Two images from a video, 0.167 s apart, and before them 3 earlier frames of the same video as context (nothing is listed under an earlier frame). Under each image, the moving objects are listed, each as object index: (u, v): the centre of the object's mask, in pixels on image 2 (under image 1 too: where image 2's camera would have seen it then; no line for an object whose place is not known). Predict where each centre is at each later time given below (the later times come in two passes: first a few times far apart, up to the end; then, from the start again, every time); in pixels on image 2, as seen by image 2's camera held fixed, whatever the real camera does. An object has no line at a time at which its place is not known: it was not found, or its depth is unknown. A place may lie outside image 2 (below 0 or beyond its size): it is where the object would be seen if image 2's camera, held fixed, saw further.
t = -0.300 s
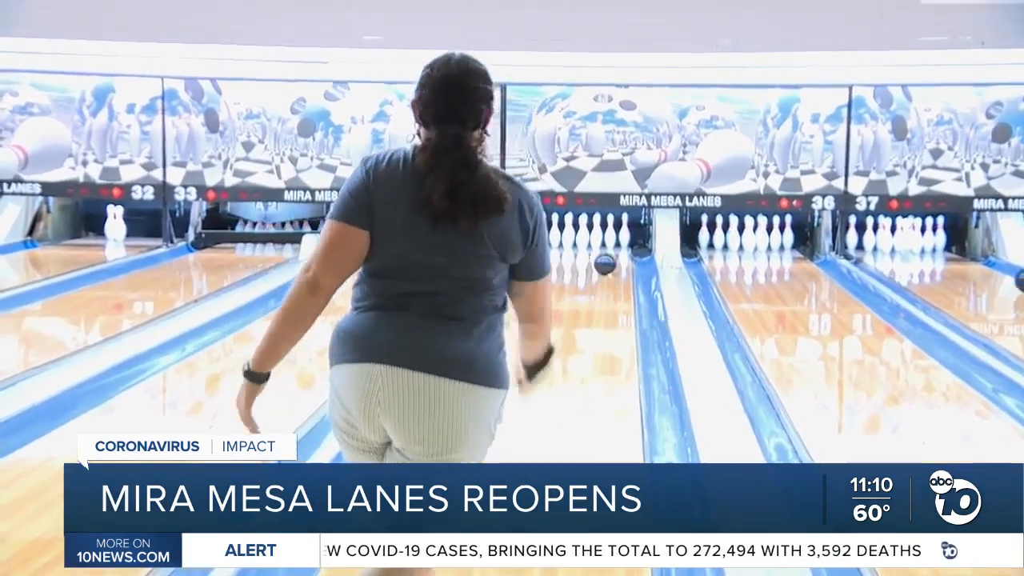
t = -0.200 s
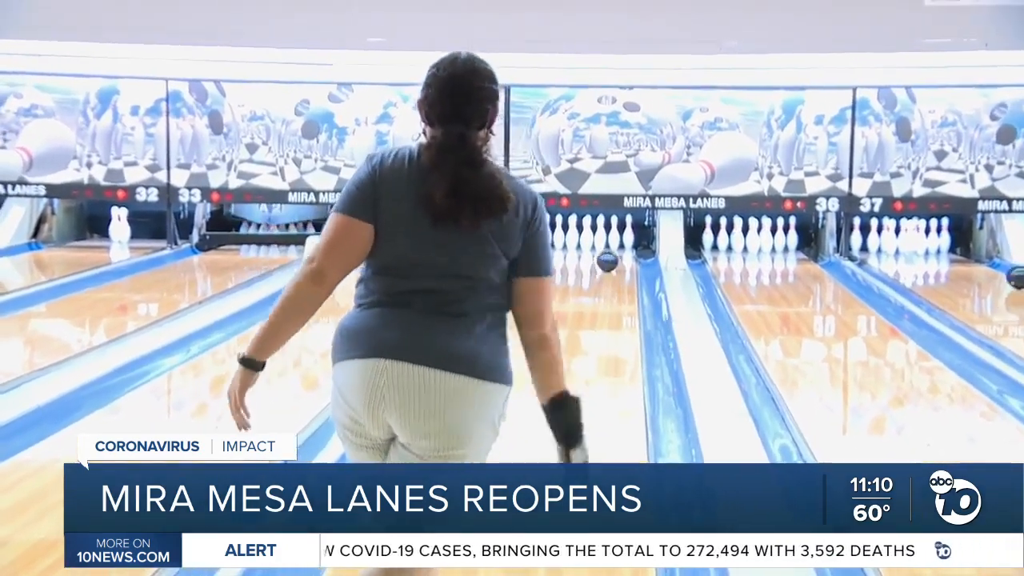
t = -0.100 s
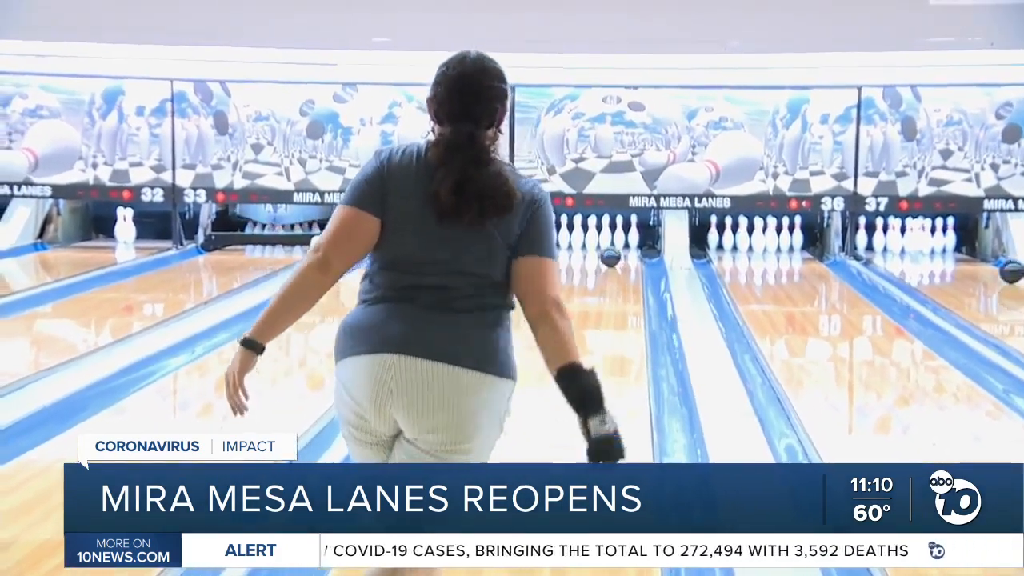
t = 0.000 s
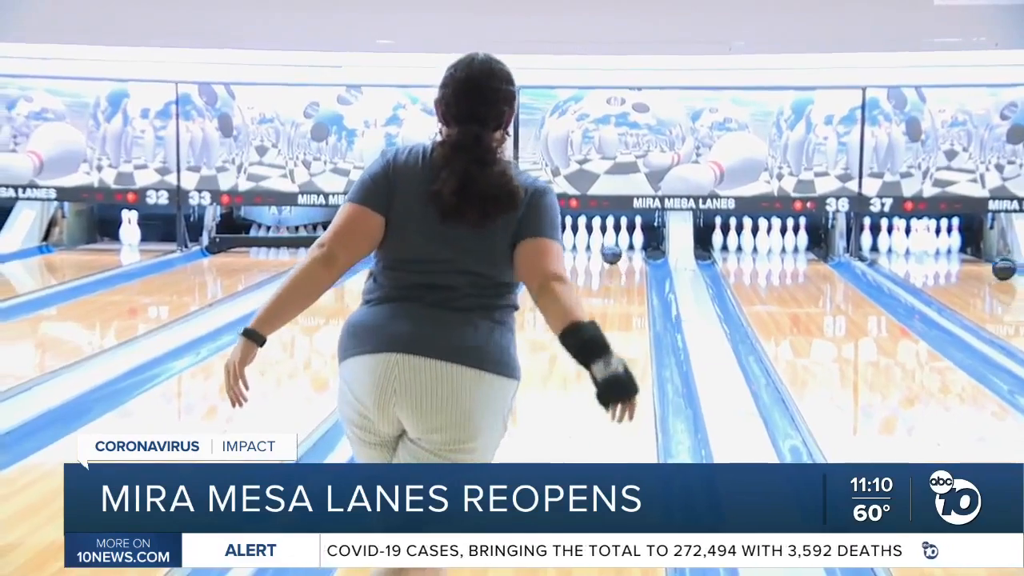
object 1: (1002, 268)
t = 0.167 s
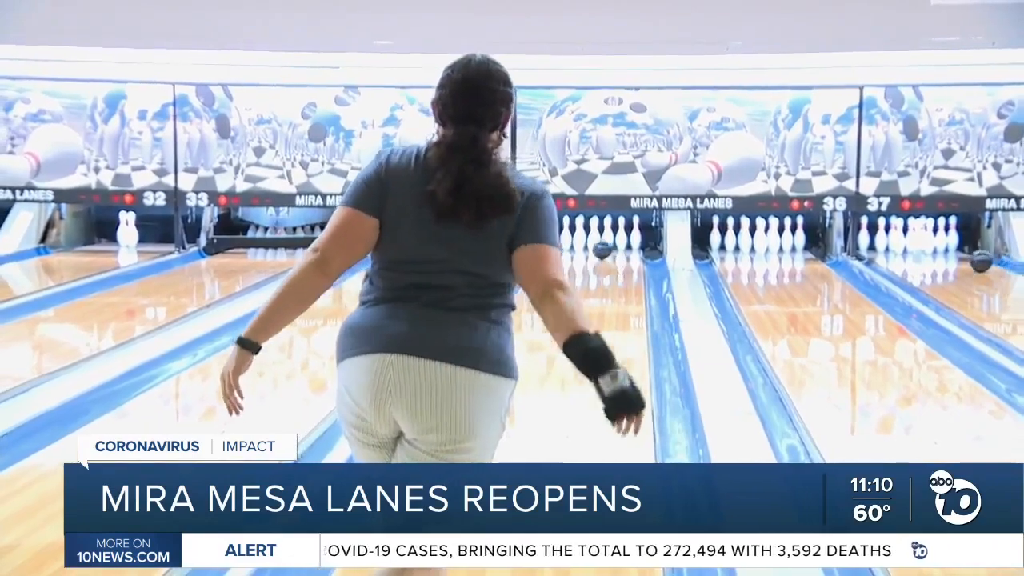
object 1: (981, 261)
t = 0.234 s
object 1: (973, 259)
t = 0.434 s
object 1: (952, 254)
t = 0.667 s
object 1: (927, 247)
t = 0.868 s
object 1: (915, 245)
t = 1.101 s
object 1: (903, 242)
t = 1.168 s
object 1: (896, 244)
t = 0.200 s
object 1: (977, 260)
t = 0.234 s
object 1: (973, 259)
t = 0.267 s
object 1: (970, 258)
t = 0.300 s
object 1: (967, 257)
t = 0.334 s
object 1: (963, 256)
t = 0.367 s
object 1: (959, 254)
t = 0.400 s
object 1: (956, 254)
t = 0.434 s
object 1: (952, 254)
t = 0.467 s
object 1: (948, 253)
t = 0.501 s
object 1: (945, 252)
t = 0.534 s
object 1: (941, 251)
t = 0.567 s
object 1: (938, 250)
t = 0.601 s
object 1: (936, 249)
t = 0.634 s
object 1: (931, 248)
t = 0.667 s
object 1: (927, 247)
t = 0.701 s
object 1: (925, 247)
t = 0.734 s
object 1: (923, 246)
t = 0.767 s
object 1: (921, 245)
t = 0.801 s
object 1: (920, 245)
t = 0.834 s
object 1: (918, 245)
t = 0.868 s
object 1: (915, 245)
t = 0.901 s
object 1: (912, 245)
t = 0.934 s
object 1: (909, 244)
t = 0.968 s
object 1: (907, 243)
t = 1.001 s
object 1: (905, 243)
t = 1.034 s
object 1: (903, 242)
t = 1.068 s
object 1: (903, 241)
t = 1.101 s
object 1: (903, 242)
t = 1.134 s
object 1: (897, 243)
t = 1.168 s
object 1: (896, 244)
